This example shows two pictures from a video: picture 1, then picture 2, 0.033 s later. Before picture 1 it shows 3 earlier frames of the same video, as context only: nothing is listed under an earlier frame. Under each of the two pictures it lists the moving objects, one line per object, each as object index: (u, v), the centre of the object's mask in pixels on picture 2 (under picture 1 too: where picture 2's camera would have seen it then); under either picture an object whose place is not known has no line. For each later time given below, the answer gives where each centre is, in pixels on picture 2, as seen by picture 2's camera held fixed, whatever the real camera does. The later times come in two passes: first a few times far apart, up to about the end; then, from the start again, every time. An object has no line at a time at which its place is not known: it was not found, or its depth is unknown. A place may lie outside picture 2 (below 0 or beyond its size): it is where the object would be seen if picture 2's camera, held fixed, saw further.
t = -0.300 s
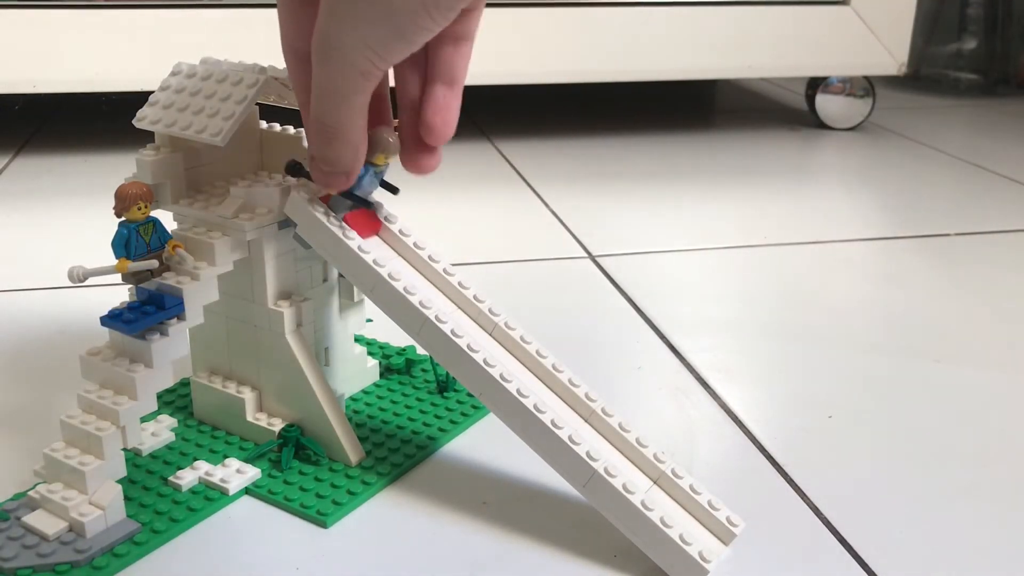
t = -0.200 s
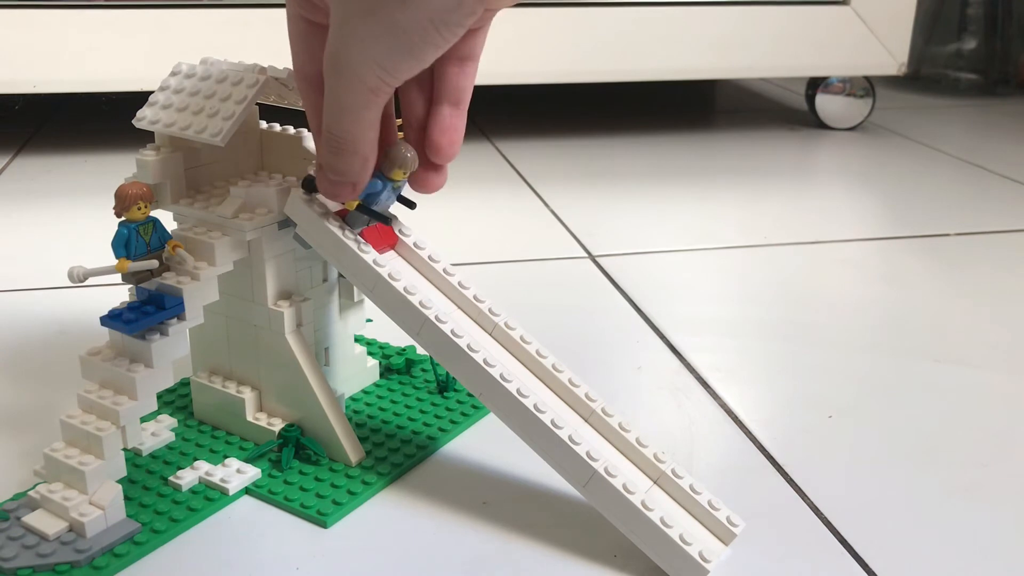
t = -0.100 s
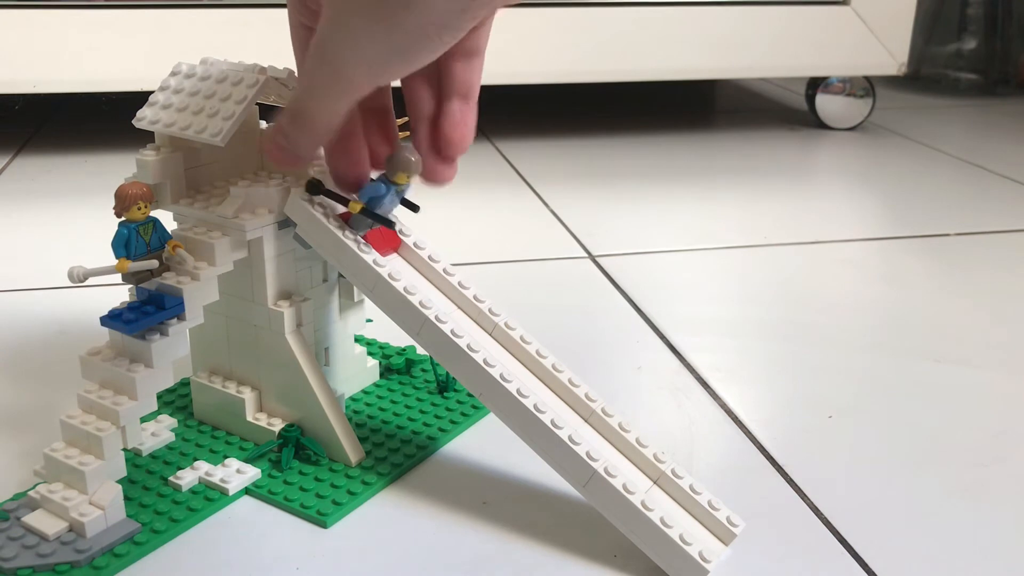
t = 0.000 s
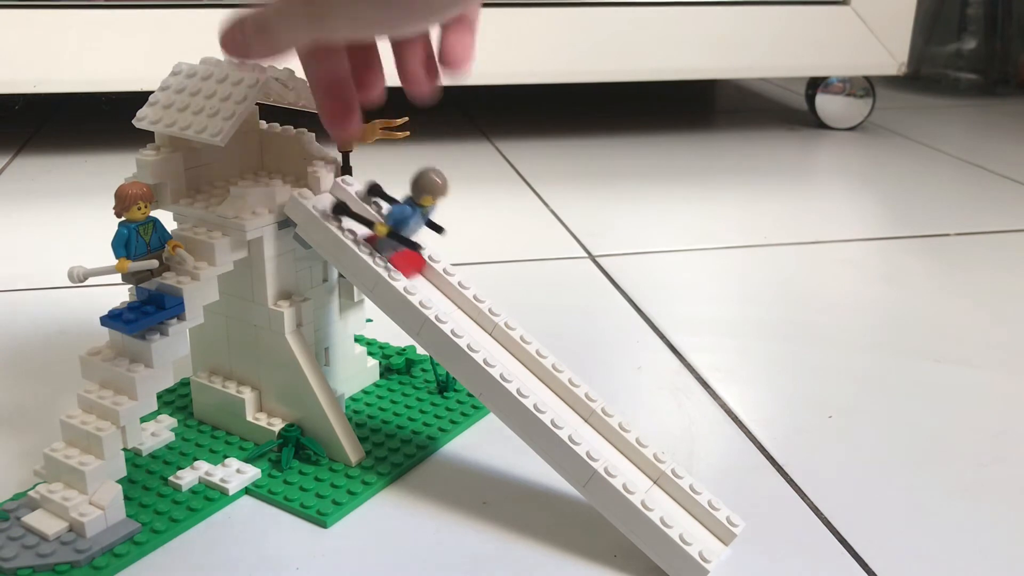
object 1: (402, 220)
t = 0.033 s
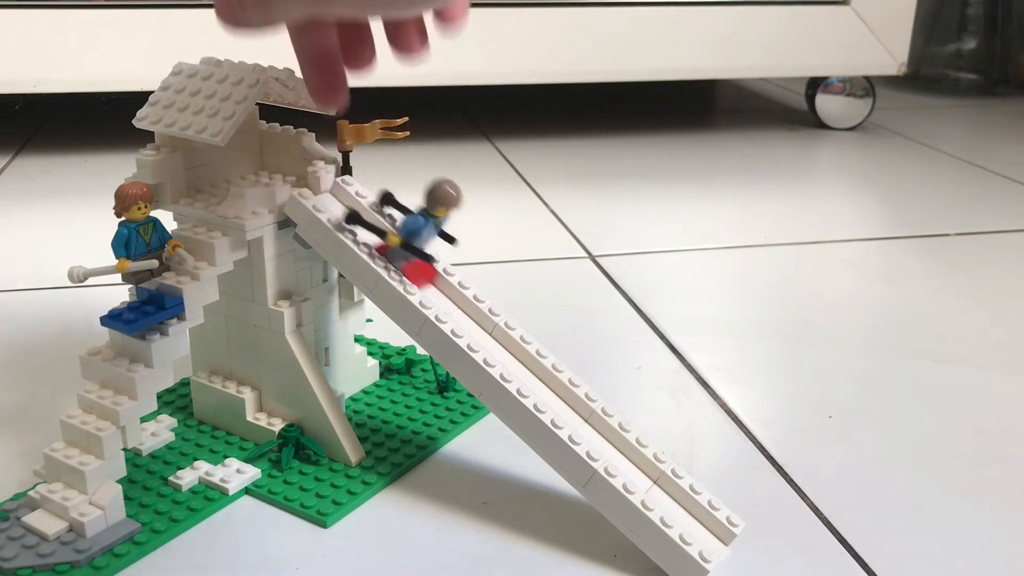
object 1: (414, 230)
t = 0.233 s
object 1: (554, 352)
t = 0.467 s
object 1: (776, 498)
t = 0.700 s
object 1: (850, 531)
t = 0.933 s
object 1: (851, 531)
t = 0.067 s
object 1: (429, 244)
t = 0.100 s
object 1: (448, 260)
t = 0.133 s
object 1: (471, 279)
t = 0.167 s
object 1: (493, 300)
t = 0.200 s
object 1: (523, 325)
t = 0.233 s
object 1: (554, 352)
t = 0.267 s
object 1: (584, 380)
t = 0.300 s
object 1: (613, 404)
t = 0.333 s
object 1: (645, 433)
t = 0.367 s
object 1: (684, 459)
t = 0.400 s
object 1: (721, 478)
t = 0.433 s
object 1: (751, 502)
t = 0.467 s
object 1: (776, 498)
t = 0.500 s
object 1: (796, 506)
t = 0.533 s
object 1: (809, 521)
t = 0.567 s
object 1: (809, 530)
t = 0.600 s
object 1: (820, 532)
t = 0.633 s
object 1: (835, 530)
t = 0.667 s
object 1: (845, 531)
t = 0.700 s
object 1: (850, 531)
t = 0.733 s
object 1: (851, 531)
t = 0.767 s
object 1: (851, 531)
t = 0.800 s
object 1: (851, 531)
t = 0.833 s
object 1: (851, 531)
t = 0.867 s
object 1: (851, 531)
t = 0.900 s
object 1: (851, 531)
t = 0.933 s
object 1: (851, 531)
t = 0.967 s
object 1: (851, 531)
